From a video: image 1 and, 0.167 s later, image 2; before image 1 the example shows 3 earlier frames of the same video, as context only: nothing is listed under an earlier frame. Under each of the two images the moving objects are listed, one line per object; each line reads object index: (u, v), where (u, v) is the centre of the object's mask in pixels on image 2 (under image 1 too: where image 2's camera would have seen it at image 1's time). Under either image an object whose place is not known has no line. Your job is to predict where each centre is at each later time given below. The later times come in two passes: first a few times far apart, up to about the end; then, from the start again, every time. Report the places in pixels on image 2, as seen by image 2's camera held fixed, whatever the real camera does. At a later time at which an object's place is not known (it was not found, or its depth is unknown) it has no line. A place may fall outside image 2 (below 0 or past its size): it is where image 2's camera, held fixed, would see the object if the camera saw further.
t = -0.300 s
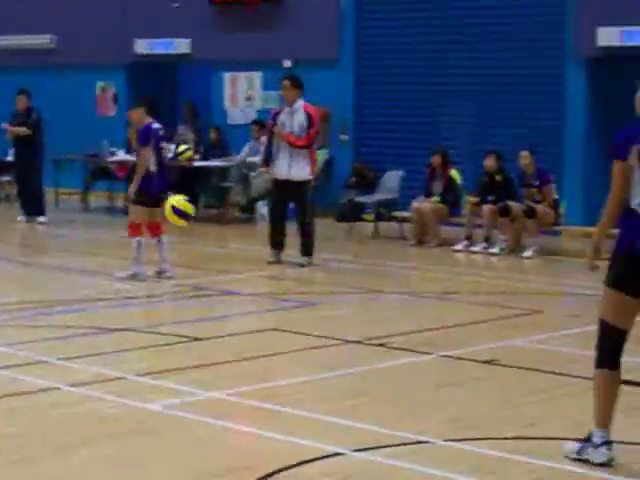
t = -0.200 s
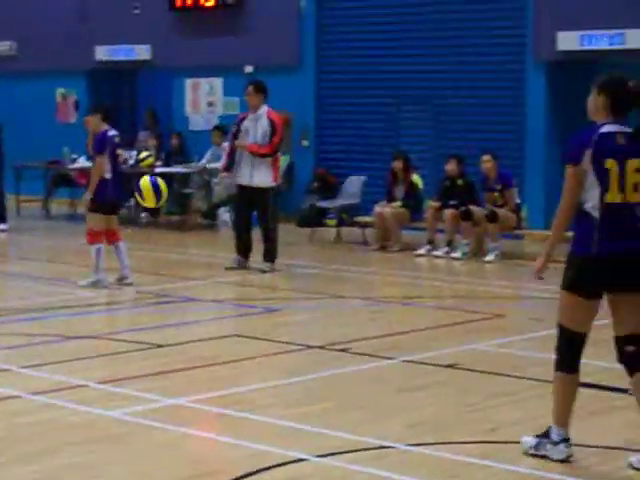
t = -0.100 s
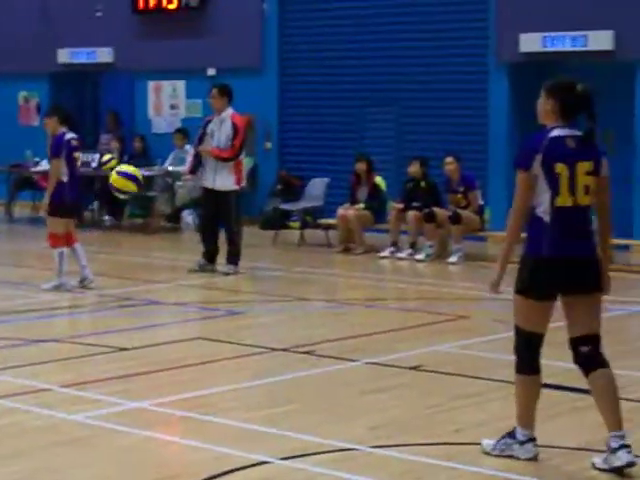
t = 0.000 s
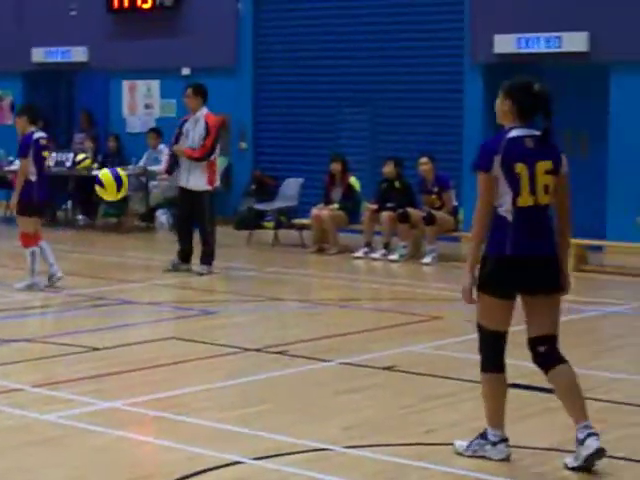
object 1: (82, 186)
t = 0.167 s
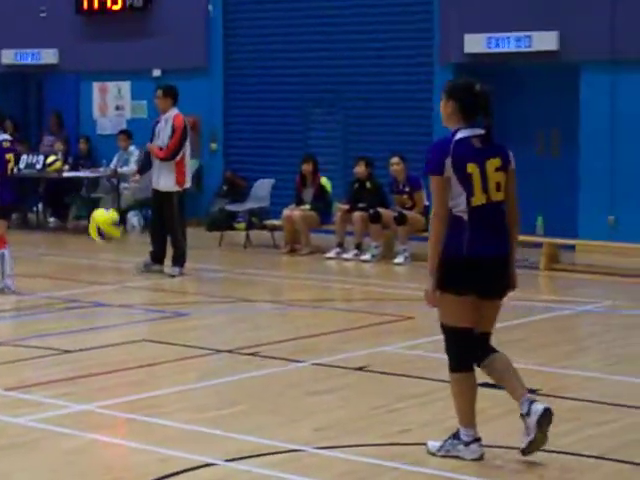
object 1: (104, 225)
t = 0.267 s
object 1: (120, 272)
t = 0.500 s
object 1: (156, 334)
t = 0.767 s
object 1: (204, 279)
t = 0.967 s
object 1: (244, 325)
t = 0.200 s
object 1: (109, 238)
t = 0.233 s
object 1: (114, 253)
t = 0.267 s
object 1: (120, 272)
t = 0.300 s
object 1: (124, 291)
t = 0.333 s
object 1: (129, 312)
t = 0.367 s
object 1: (134, 335)
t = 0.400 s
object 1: (140, 361)
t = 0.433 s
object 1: (145, 365)
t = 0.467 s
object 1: (150, 347)
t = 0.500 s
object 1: (156, 334)
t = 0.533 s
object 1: (161, 320)
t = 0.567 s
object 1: (167, 309)
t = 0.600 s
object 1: (173, 299)
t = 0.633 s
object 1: (179, 291)
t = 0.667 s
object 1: (184, 287)
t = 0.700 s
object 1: (190, 282)
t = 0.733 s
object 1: (197, 280)
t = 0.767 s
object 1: (204, 279)
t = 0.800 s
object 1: (210, 282)
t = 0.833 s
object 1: (217, 285)
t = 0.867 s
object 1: (223, 292)
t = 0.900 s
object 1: (230, 300)
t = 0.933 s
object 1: (238, 312)
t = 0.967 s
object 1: (244, 325)
